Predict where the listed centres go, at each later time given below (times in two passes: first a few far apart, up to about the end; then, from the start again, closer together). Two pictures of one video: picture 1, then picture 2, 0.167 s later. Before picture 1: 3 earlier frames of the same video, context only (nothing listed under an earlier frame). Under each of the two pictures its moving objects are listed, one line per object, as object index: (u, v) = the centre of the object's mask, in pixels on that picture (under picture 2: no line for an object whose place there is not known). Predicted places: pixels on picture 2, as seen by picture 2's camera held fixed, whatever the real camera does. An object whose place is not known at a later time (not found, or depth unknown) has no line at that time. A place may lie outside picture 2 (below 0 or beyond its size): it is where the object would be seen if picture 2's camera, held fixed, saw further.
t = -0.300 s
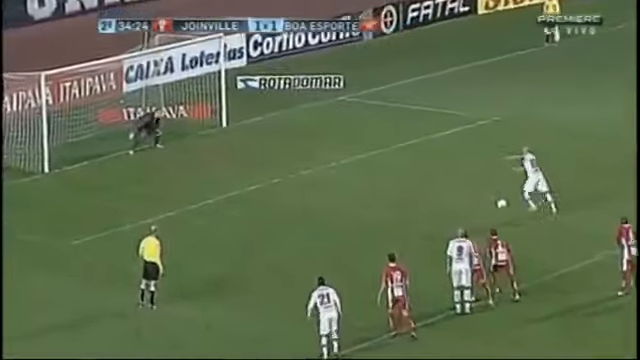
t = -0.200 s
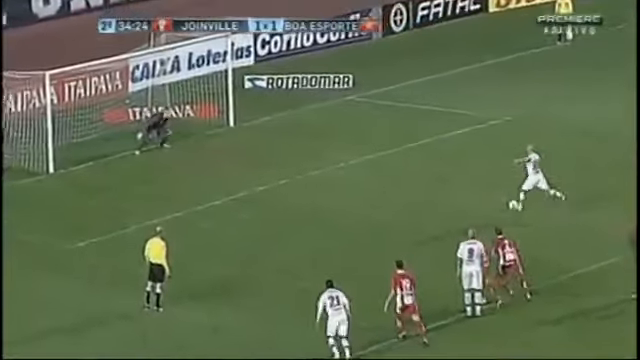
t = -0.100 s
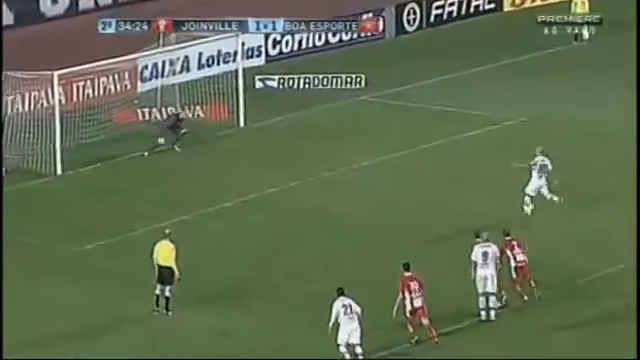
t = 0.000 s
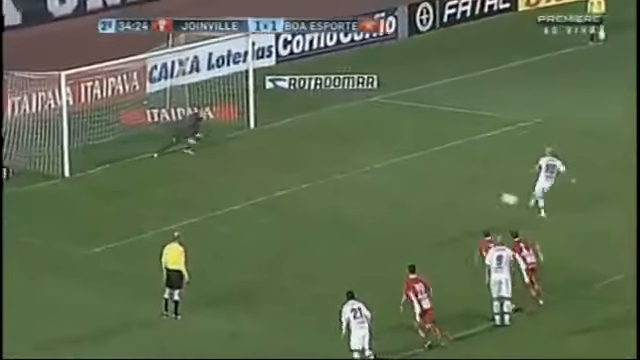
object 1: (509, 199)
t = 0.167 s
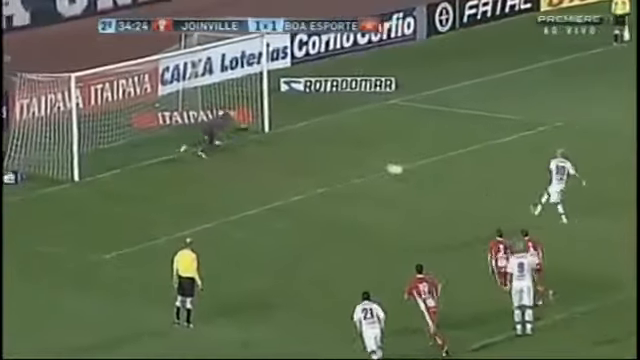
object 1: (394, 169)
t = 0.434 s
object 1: (202, 155)
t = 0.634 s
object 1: (89, 129)
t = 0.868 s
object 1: (86, 121)
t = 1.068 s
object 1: (109, 137)
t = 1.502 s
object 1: (133, 143)
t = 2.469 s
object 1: (167, 155)
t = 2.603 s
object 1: (170, 154)
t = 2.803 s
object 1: (174, 154)
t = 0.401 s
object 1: (226, 154)
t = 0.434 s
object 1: (202, 155)
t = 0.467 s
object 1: (180, 156)
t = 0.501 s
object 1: (160, 150)
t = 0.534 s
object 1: (141, 144)
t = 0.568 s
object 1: (123, 139)
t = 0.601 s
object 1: (104, 135)
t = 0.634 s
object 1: (89, 129)
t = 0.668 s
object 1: (80, 124)
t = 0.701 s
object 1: (69, 120)
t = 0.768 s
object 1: (78, 120)
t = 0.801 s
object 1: (79, 119)
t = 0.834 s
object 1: (83, 120)
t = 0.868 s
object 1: (86, 121)
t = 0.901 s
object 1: (90, 122)
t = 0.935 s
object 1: (94, 124)
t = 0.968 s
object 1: (98, 127)
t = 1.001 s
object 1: (101, 129)
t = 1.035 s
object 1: (105, 132)
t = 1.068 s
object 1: (109, 137)
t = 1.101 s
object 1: (113, 141)
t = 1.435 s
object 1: (131, 140)
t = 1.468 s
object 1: (131, 141)
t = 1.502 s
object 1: (133, 143)
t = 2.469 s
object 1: (167, 155)
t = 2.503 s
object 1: (168, 154)
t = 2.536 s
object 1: (169, 154)
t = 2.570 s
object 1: (169, 154)
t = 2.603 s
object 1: (170, 154)
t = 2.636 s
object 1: (170, 154)
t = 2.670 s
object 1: (171, 154)
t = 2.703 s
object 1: (172, 154)
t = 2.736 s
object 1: (173, 154)
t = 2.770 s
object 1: (173, 154)
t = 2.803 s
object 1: (174, 154)
